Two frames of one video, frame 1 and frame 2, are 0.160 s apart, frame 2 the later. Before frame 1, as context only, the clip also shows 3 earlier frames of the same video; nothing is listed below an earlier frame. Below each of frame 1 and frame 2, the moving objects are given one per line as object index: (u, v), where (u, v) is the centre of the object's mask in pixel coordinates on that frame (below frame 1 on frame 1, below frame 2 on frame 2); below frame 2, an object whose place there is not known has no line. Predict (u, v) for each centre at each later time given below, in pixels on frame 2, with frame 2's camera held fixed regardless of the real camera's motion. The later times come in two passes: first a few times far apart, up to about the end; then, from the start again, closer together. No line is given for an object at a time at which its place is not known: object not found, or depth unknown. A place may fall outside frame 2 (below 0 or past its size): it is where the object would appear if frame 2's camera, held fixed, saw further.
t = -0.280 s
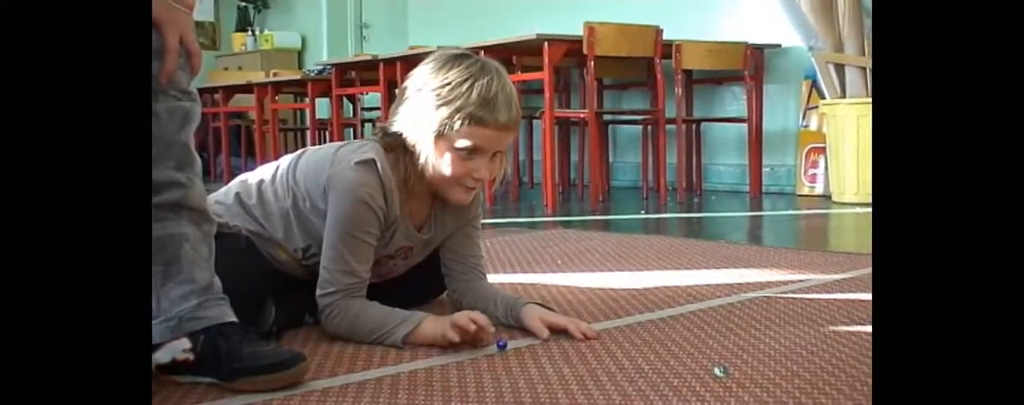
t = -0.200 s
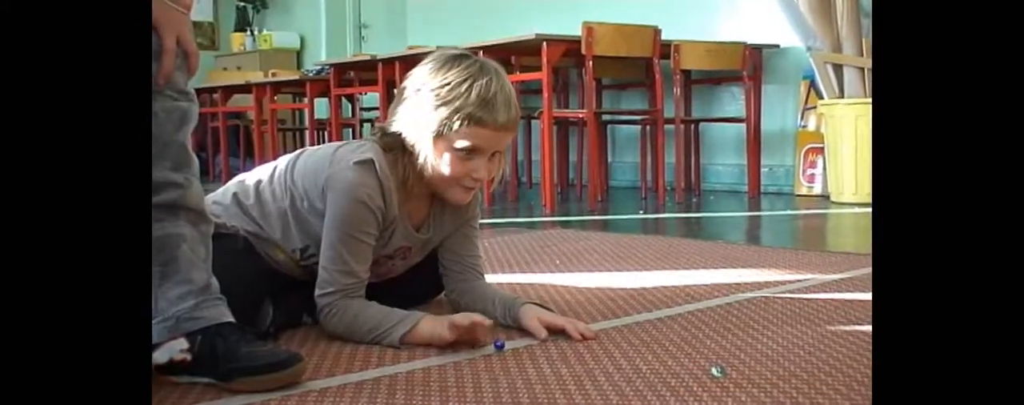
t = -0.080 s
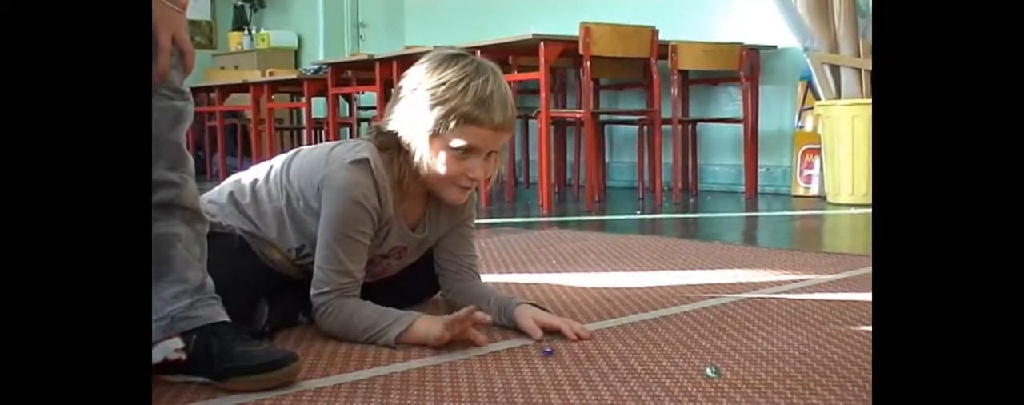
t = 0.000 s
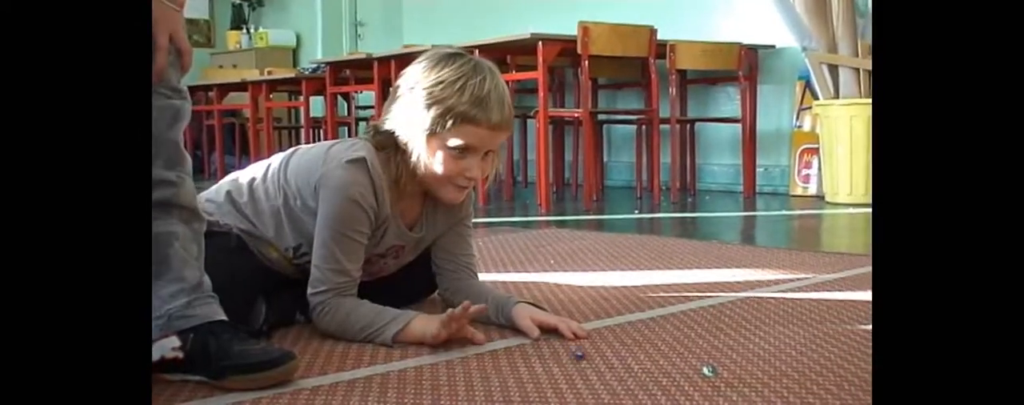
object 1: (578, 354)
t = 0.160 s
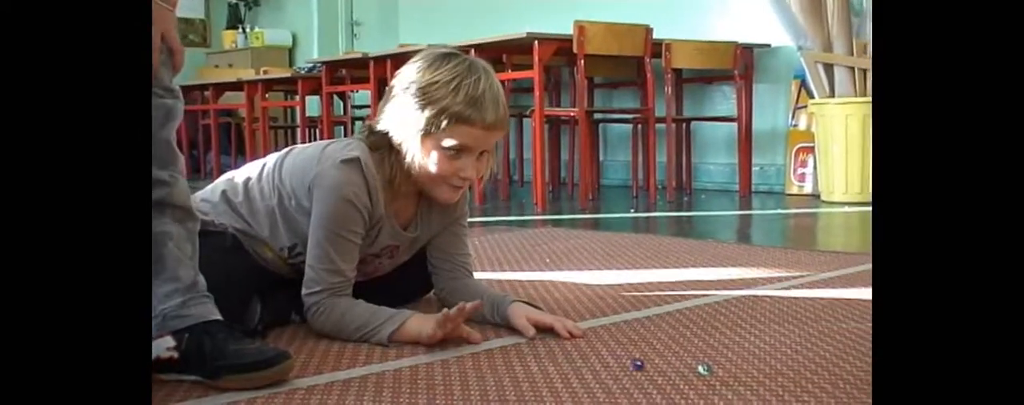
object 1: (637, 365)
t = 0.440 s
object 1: (729, 382)
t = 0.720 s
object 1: (793, 401)
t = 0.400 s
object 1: (718, 380)
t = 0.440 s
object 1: (729, 382)
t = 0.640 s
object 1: (777, 396)
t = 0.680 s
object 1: (785, 399)
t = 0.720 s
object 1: (793, 401)
